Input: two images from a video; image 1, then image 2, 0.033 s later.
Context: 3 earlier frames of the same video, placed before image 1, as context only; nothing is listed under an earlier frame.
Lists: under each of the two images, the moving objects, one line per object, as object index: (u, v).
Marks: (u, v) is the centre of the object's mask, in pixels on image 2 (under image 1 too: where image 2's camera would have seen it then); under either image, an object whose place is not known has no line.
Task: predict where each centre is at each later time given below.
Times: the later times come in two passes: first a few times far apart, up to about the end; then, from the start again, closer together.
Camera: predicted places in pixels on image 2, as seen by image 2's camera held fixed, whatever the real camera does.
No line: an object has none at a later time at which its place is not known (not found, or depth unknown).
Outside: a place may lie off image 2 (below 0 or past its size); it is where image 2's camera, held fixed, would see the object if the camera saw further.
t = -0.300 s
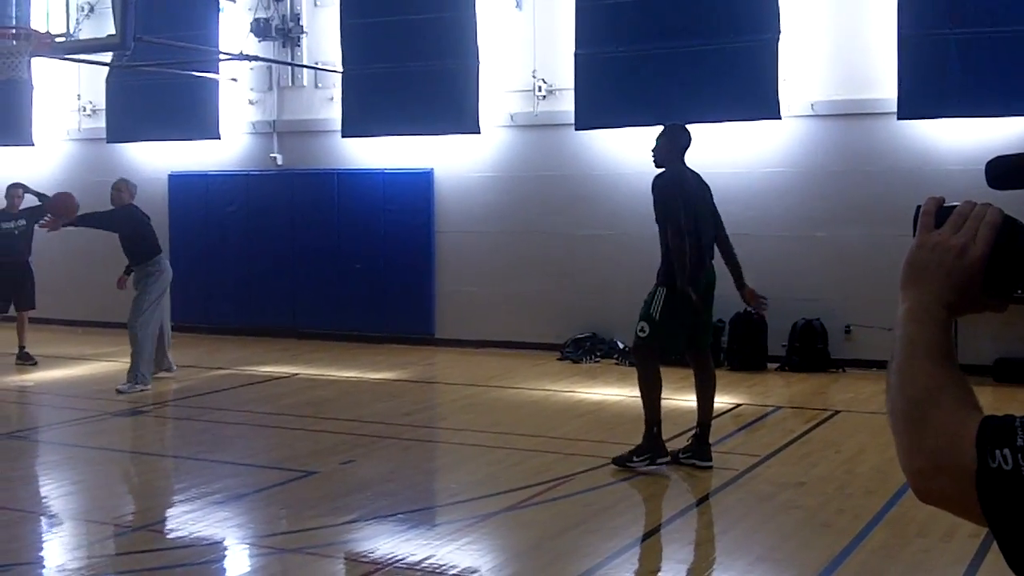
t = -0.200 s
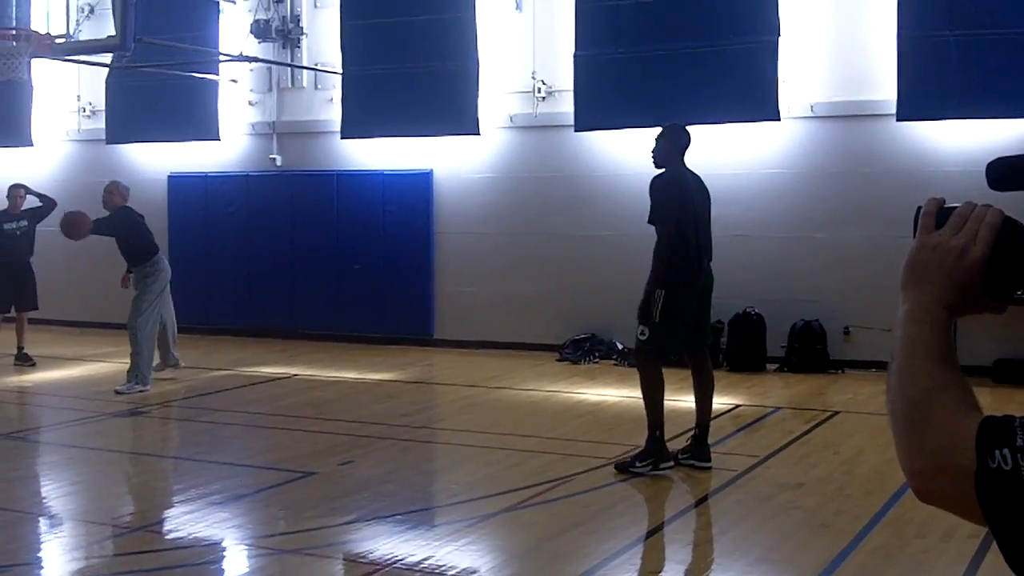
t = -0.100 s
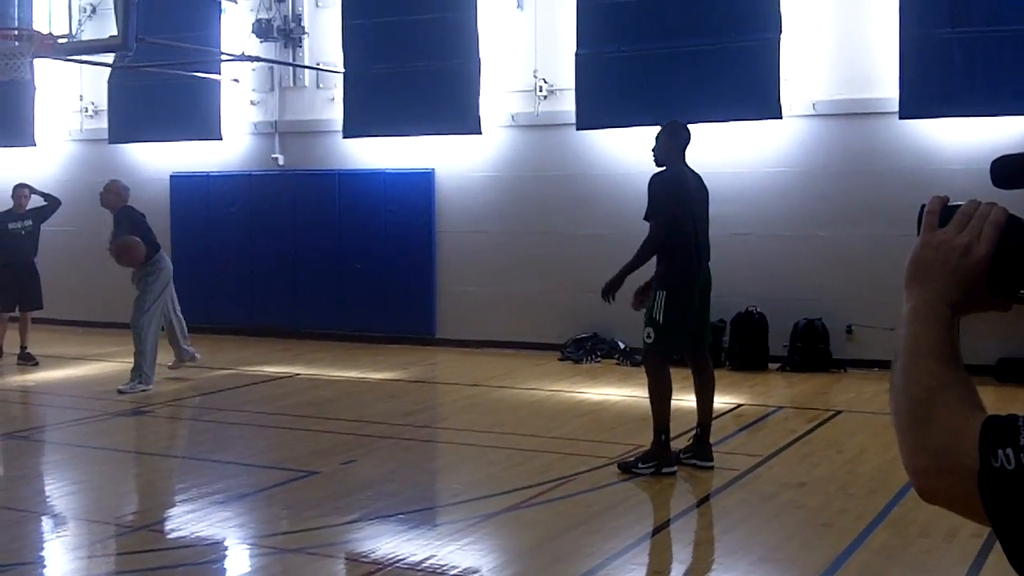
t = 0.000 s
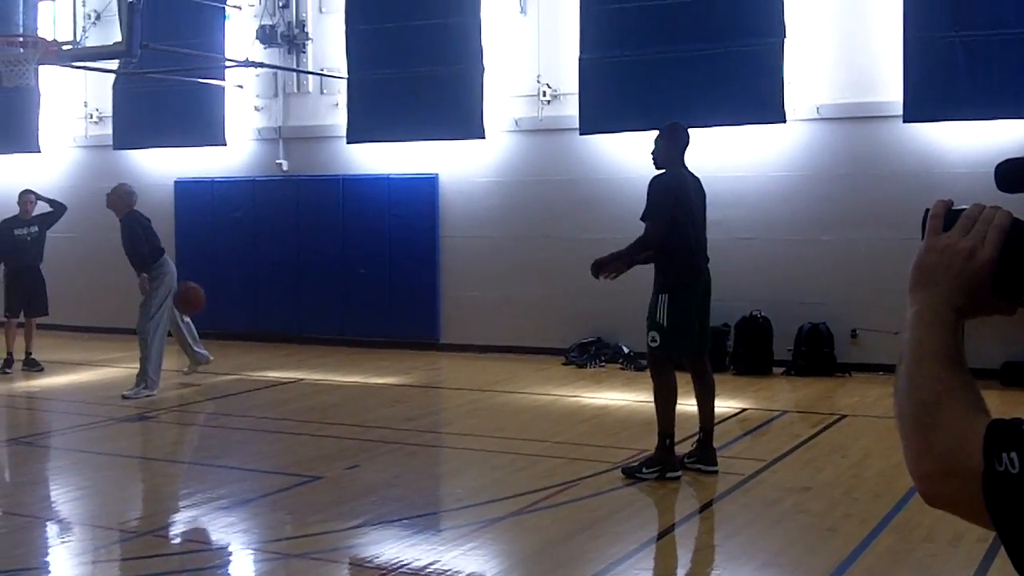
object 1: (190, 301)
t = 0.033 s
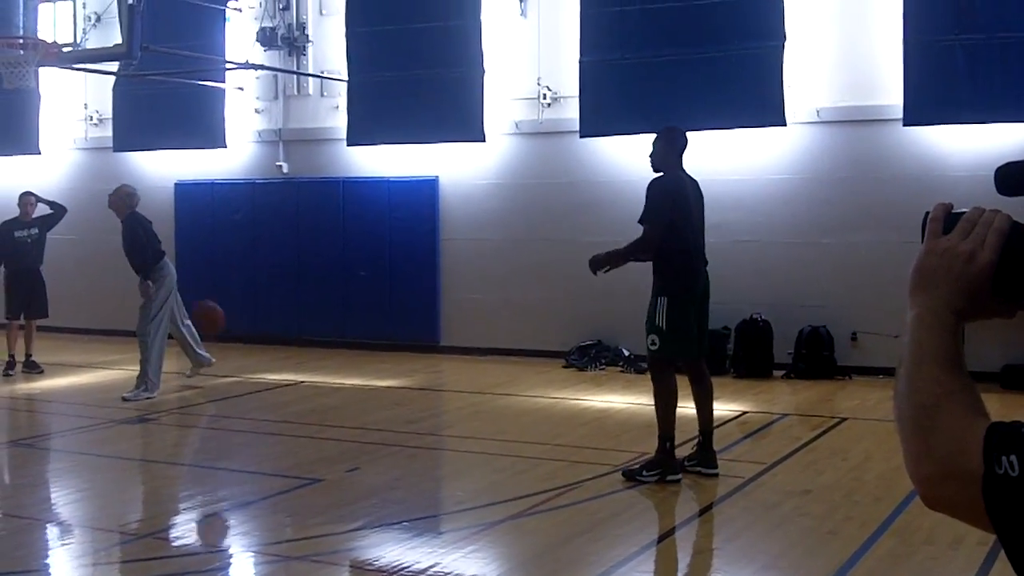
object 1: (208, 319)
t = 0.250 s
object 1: (311, 386)
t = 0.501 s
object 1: (387, 312)
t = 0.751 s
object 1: (468, 324)
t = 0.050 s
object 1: (217, 326)
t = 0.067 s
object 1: (227, 336)
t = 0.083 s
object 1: (235, 346)
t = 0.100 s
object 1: (244, 357)
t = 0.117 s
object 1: (253, 368)
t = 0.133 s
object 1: (264, 380)
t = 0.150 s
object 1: (274, 392)
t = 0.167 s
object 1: (284, 404)
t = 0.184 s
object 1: (293, 416)
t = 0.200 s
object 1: (298, 410)
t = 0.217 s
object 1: (302, 401)
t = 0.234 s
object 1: (307, 393)
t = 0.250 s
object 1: (311, 386)
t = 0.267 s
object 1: (316, 378)
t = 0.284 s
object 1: (321, 371)
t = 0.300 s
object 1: (326, 365)
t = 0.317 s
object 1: (331, 358)
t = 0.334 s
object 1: (336, 351)
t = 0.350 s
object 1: (341, 346)
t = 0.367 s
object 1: (346, 340)
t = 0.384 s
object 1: (352, 335)
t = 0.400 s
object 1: (357, 331)
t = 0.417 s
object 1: (361, 326)
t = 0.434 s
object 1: (366, 323)
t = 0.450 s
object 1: (371, 320)
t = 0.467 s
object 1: (376, 317)
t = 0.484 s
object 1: (381, 314)
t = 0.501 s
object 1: (387, 312)
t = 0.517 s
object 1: (392, 310)
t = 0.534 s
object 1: (397, 308)
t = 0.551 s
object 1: (402, 307)
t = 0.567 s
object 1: (408, 306)
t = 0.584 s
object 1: (413, 306)
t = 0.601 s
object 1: (418, 306)
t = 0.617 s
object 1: (424, 306)
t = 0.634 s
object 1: (429, 307)
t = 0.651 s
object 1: (435, 308)
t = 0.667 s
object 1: (440, 310)
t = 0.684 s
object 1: (445, 312)
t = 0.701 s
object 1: (452, 314)
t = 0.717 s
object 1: (457, 317)
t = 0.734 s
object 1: (462, 321)
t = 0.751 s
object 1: (468, 324)
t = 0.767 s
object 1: (474, 328)
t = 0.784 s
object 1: (479, 334)
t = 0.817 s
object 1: (491, 344)
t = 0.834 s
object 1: (496, 350)
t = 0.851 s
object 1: (502, 356)
